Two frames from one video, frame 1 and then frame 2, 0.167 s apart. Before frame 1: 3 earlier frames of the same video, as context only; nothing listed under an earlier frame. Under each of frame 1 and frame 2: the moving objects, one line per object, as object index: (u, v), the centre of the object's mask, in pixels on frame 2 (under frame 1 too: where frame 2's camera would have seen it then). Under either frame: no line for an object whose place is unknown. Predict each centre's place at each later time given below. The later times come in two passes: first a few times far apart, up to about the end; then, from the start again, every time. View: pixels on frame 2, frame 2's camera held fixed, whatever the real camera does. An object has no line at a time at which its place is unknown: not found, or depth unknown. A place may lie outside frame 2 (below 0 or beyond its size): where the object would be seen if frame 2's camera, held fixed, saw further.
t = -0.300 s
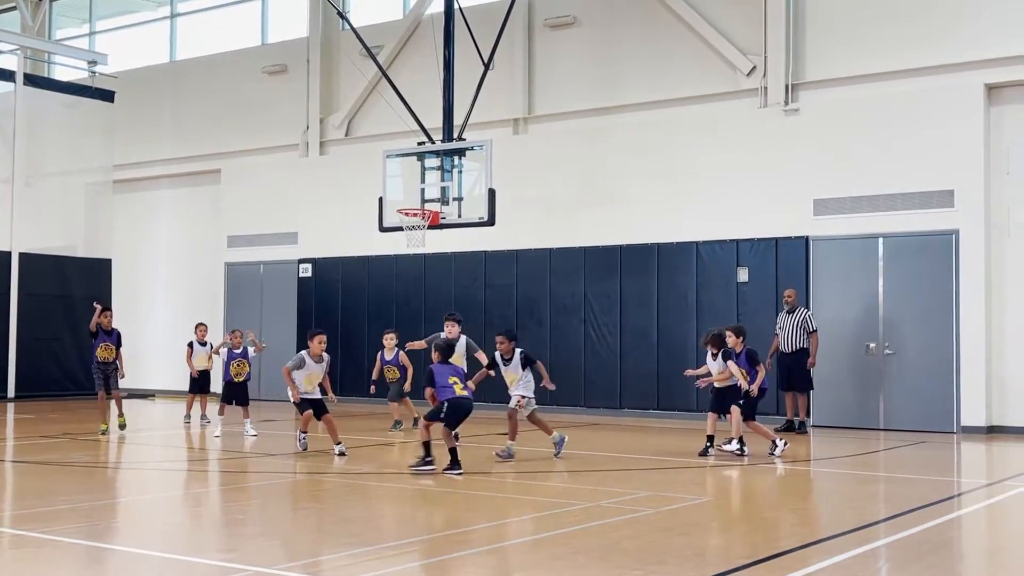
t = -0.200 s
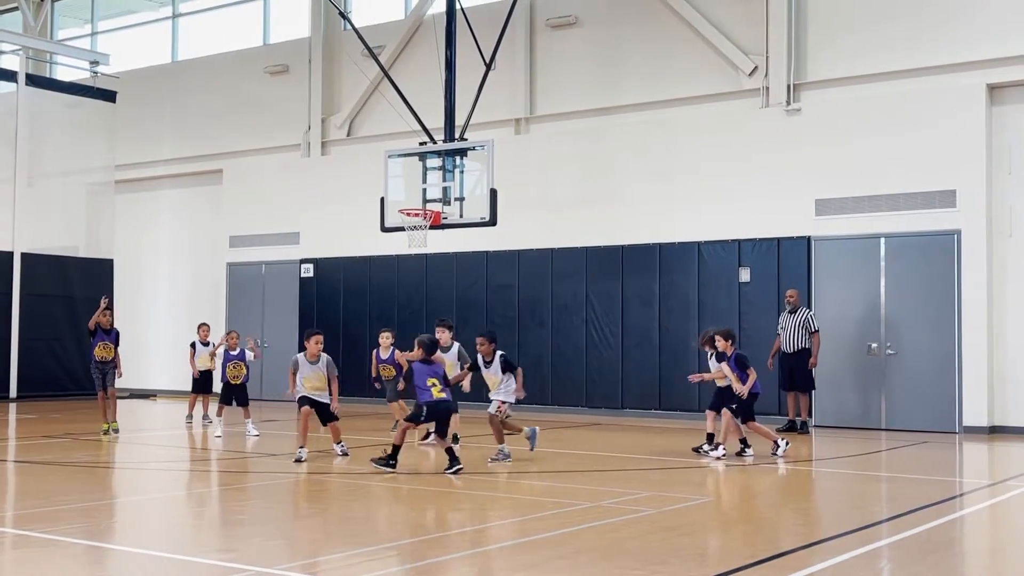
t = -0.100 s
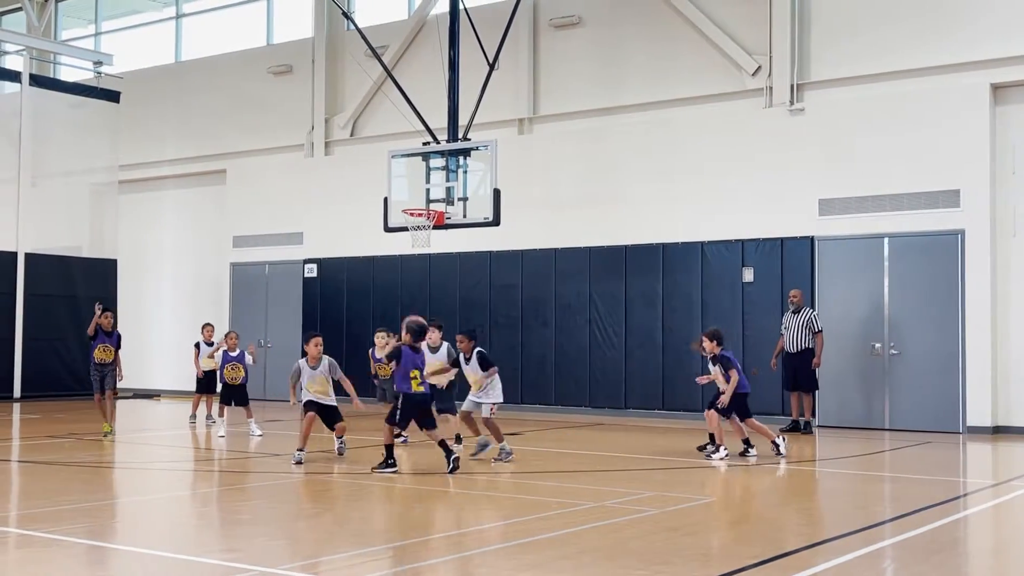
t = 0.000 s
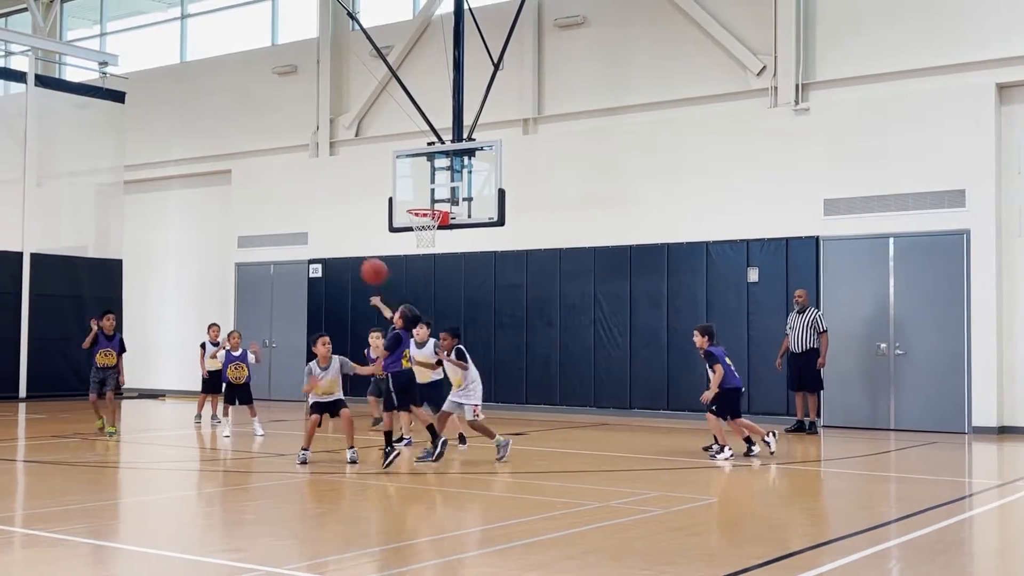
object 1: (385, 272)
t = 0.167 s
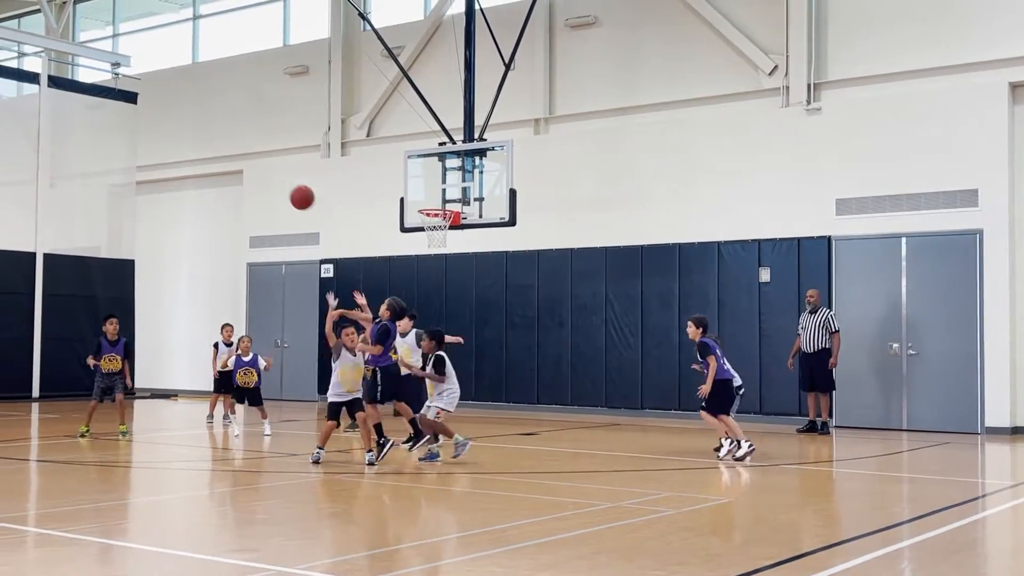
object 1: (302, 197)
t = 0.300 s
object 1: (240, 163)
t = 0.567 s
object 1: (128, 154)
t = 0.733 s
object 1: (64, 184)
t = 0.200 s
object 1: (286, 187)
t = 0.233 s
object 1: (270, 177)
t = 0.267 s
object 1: (255, 170)
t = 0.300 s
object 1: (240, 163)
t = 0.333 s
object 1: (225, 158)
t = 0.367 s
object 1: (211, 154)
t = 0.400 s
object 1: (196, 151)
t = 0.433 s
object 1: (182, 149)
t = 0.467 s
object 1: (168, 149)
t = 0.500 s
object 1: (154, 149)
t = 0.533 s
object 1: (141, 151)
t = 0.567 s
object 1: (128, 154)
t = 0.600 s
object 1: (115, 158)
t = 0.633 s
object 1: (102, 163)
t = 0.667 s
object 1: (89, 169)
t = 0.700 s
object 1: (76, 176)
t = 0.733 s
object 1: (64, 184)
